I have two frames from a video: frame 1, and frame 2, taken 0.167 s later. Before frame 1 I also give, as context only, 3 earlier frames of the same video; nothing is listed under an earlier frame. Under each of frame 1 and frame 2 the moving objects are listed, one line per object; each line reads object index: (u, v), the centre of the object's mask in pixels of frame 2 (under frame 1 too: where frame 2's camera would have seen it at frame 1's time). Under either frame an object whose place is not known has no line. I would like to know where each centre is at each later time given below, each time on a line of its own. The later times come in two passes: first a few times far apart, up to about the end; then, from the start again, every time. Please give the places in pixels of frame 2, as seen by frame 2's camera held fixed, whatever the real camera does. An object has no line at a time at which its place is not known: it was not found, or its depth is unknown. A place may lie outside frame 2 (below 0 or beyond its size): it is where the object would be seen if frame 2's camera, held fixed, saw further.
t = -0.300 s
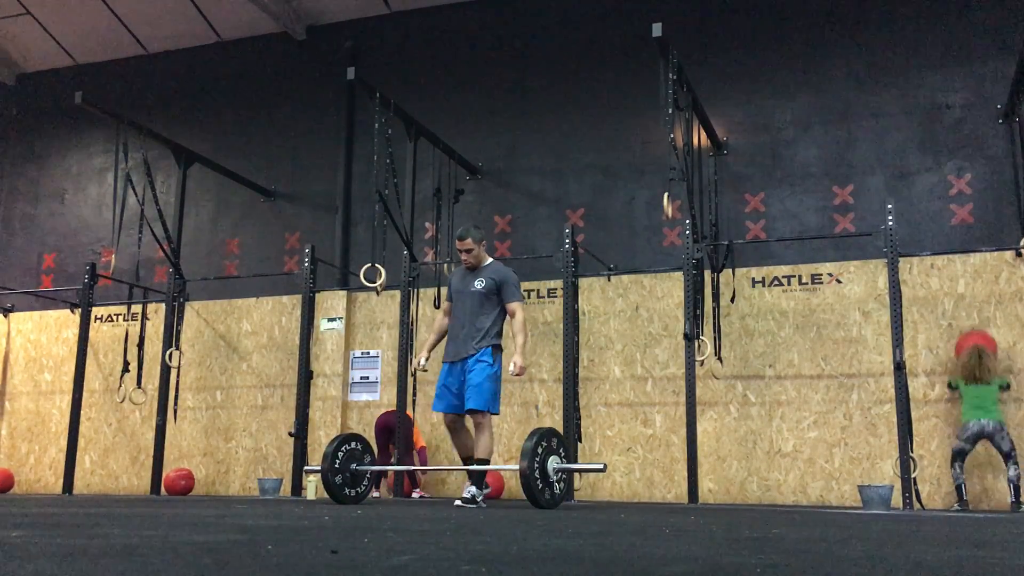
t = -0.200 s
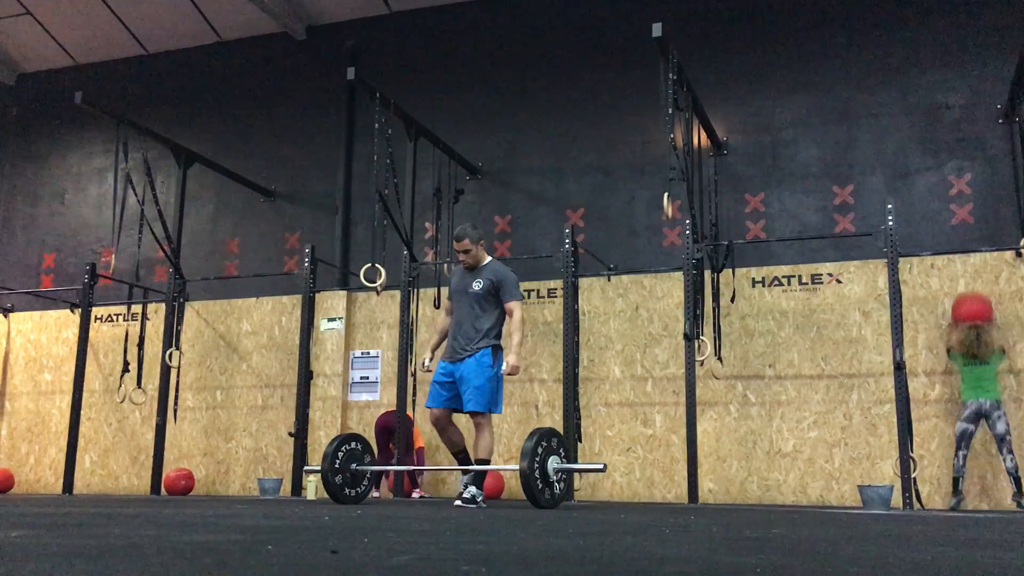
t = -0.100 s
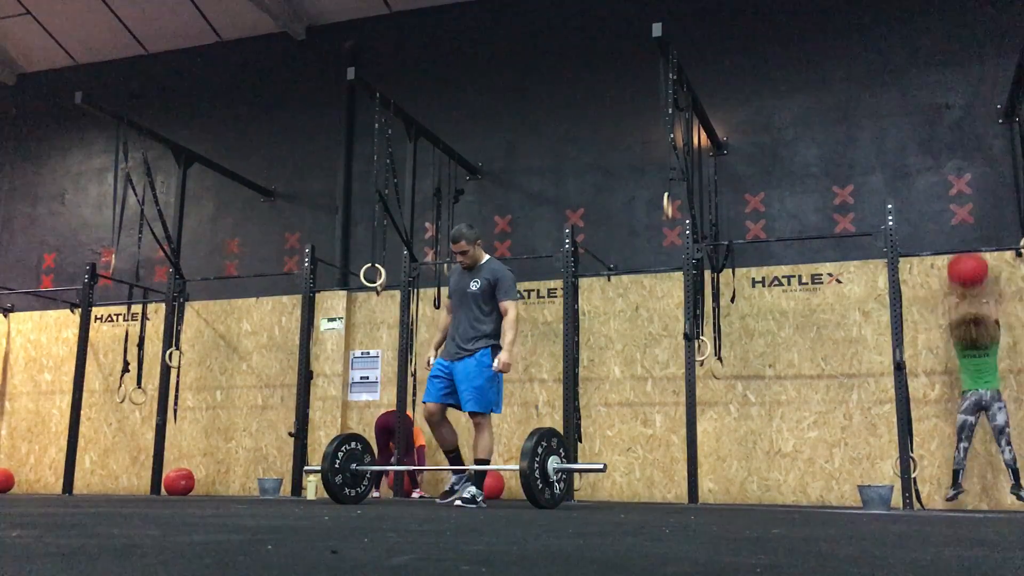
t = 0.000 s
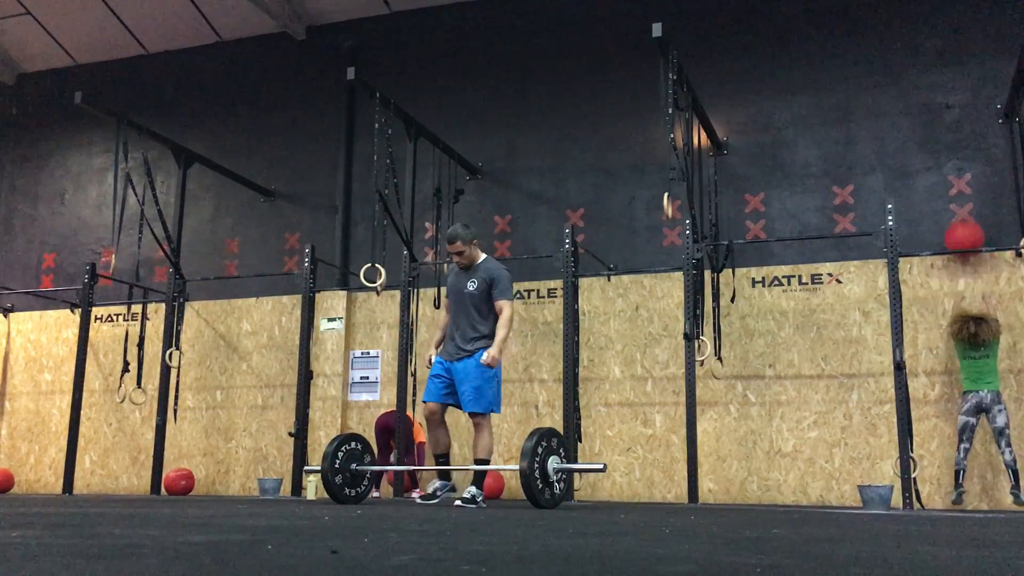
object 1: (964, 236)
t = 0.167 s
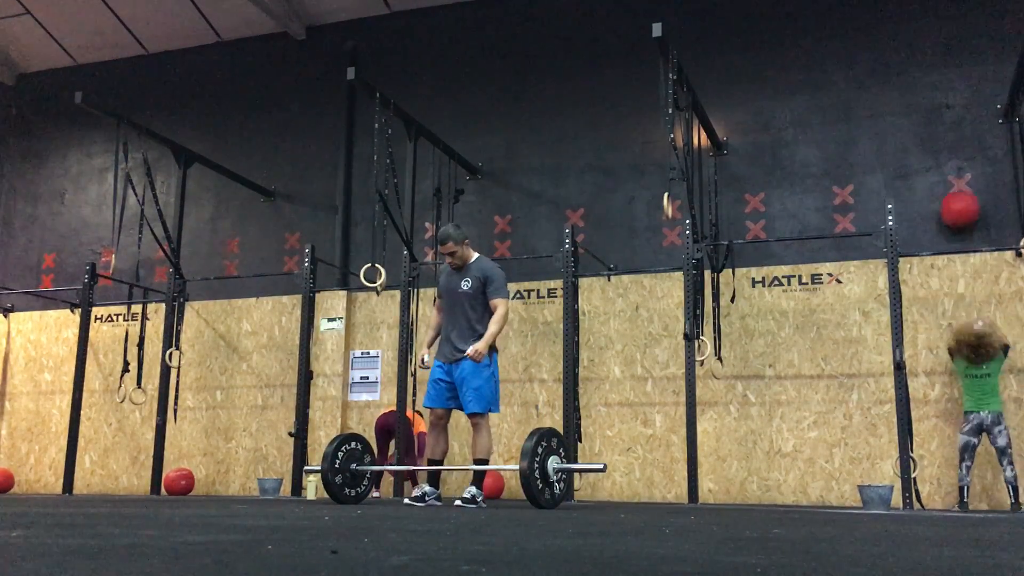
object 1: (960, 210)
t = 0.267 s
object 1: (958, 205)
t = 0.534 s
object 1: (961, 232)
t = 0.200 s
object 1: (959, 207)
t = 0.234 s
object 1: (959, 206)
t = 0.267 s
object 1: (958, 205)
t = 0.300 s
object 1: (958, 205)
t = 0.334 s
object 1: (958, 206)
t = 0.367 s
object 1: (959, 208)
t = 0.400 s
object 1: (959, 211)
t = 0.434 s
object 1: (959, 214)
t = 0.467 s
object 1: (960, 220)
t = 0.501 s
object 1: (960, 226)
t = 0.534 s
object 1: (961, 232)
